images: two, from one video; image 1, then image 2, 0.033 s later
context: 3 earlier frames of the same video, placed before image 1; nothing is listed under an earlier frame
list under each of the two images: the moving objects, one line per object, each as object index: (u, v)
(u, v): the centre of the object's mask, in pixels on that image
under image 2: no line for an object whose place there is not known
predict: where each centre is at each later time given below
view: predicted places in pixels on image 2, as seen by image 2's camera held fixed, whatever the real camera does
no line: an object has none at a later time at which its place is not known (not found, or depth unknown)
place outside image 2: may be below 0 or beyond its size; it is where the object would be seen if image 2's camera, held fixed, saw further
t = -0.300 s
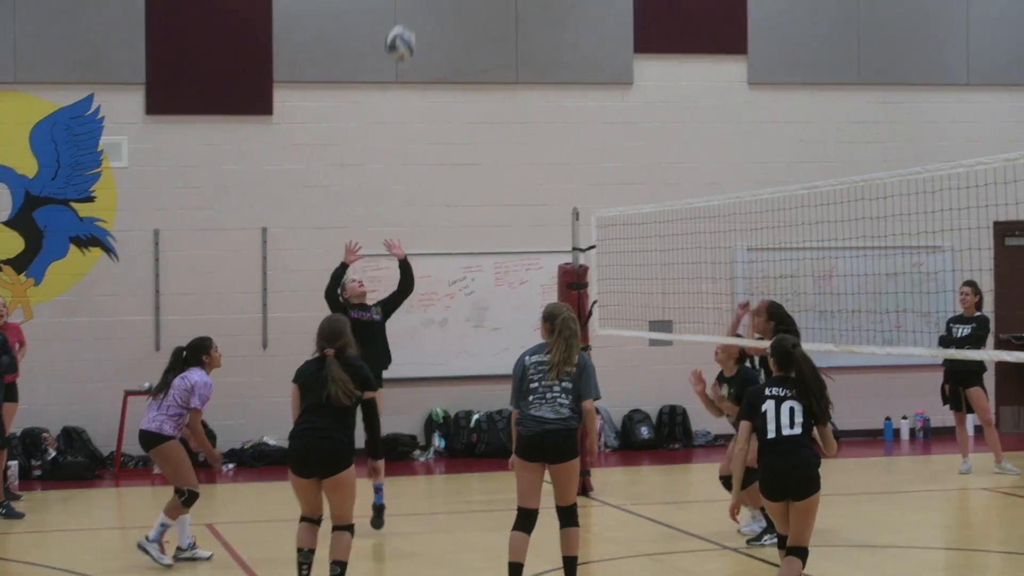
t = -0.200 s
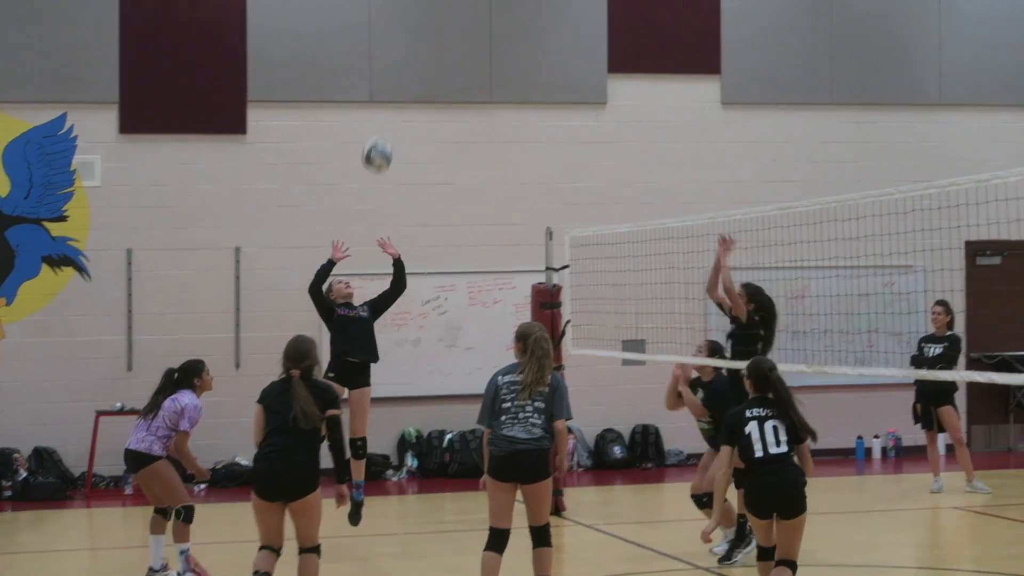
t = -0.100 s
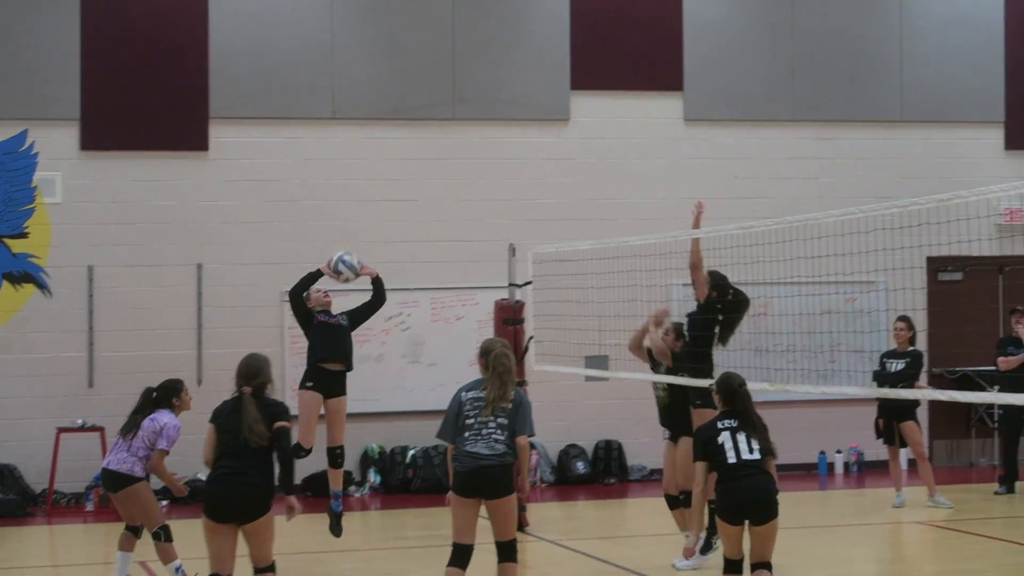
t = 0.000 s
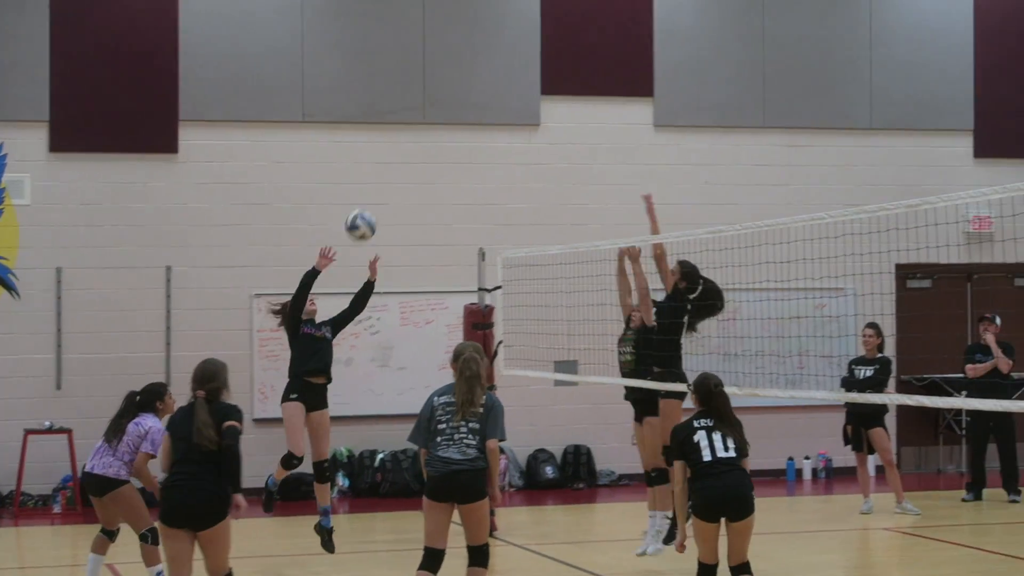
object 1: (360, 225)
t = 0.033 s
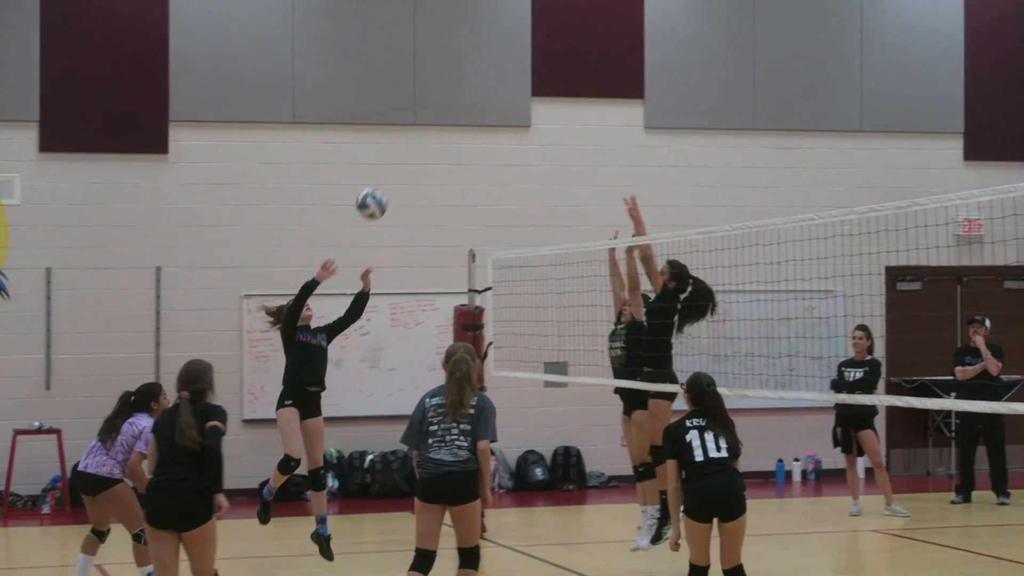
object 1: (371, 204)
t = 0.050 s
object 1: (383, 193)
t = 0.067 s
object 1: (395, 183)
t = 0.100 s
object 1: (418, 163)
